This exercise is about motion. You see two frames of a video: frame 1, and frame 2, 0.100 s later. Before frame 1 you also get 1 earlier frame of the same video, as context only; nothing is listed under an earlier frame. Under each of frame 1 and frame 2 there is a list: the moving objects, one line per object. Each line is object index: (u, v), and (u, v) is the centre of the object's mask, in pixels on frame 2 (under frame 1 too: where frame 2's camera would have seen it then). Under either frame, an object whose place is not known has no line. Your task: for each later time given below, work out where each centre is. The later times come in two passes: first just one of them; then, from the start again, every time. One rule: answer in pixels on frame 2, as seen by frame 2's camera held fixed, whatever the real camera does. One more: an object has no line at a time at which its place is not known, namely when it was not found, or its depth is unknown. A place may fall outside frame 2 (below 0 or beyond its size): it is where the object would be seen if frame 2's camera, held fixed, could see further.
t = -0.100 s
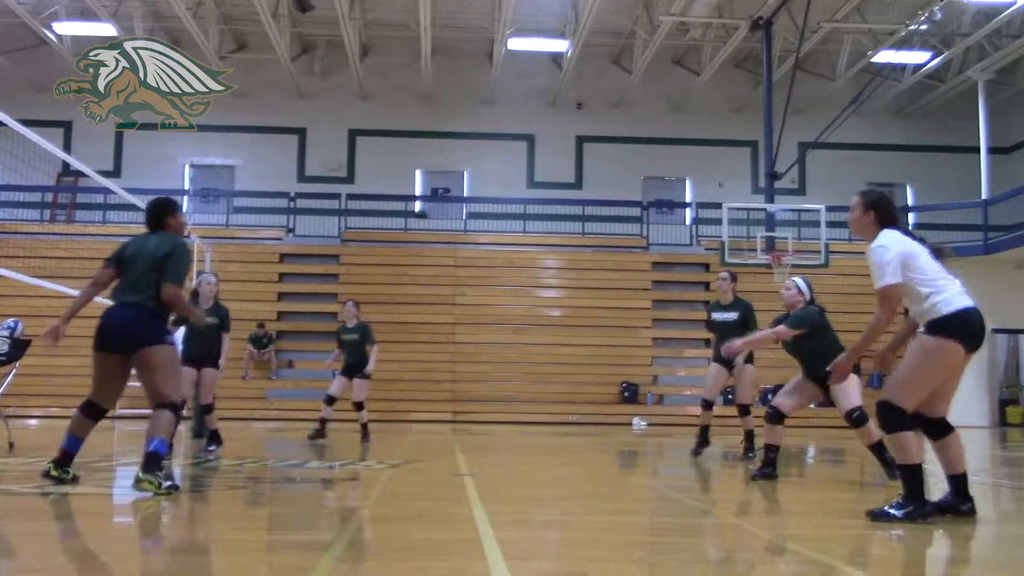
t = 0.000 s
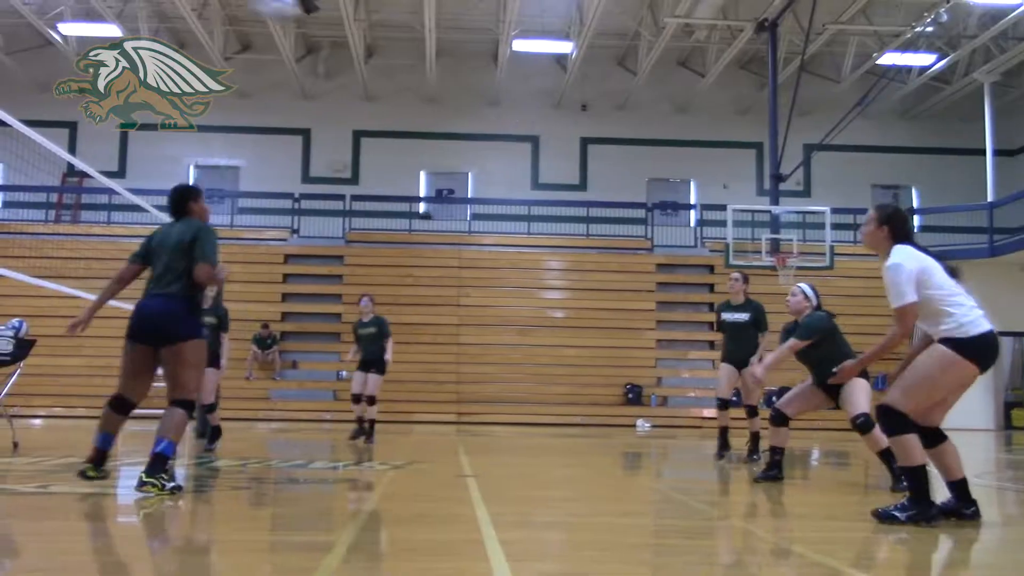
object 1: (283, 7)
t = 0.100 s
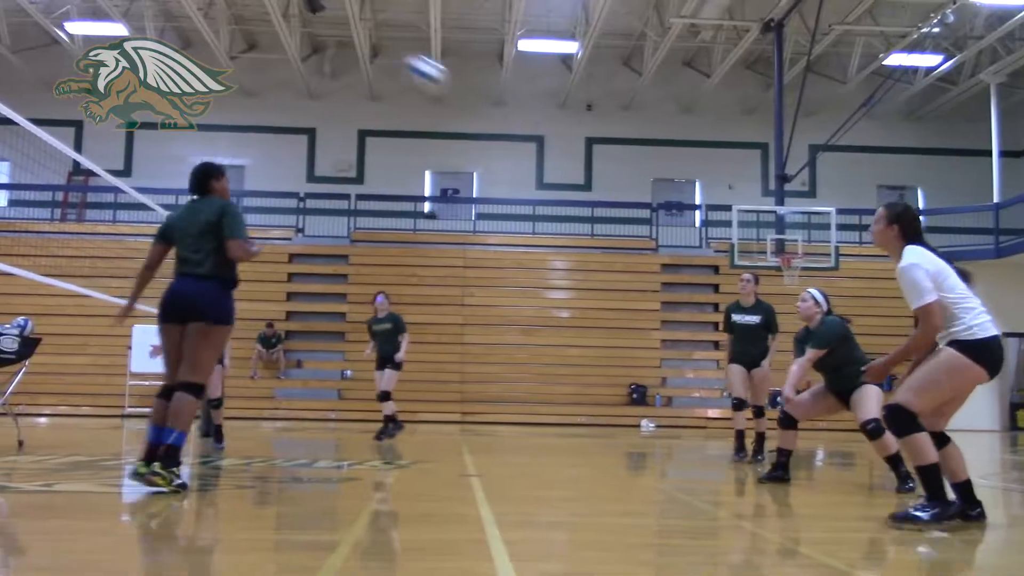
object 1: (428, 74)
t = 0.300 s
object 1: (704, 253)
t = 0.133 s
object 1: (473, 96)
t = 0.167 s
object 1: (519, 124)
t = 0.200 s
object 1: (566, 155)
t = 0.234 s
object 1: (612, 185)
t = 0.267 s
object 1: (657, 217)
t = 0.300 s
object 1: (704, 253)
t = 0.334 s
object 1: (745, 287)
